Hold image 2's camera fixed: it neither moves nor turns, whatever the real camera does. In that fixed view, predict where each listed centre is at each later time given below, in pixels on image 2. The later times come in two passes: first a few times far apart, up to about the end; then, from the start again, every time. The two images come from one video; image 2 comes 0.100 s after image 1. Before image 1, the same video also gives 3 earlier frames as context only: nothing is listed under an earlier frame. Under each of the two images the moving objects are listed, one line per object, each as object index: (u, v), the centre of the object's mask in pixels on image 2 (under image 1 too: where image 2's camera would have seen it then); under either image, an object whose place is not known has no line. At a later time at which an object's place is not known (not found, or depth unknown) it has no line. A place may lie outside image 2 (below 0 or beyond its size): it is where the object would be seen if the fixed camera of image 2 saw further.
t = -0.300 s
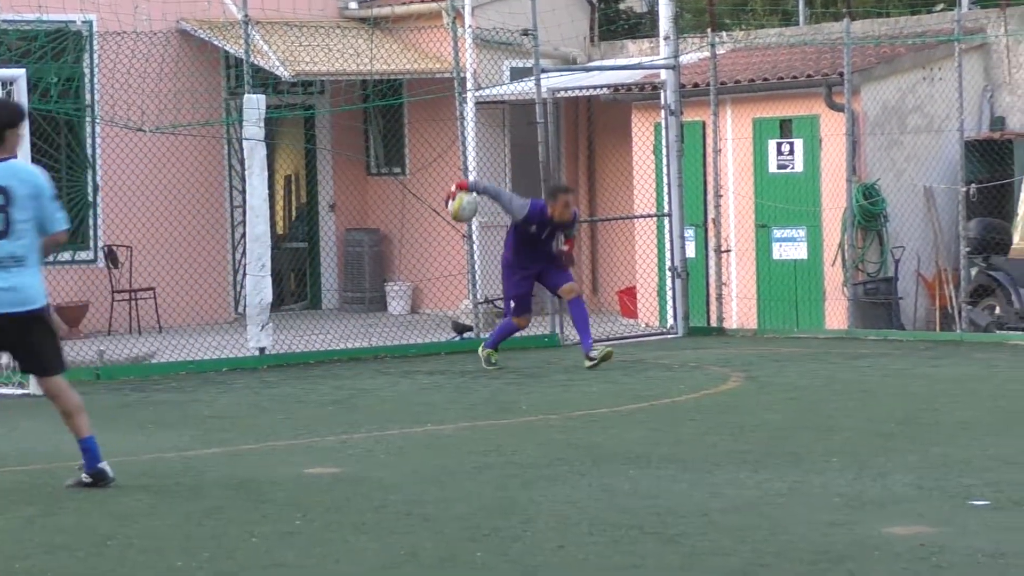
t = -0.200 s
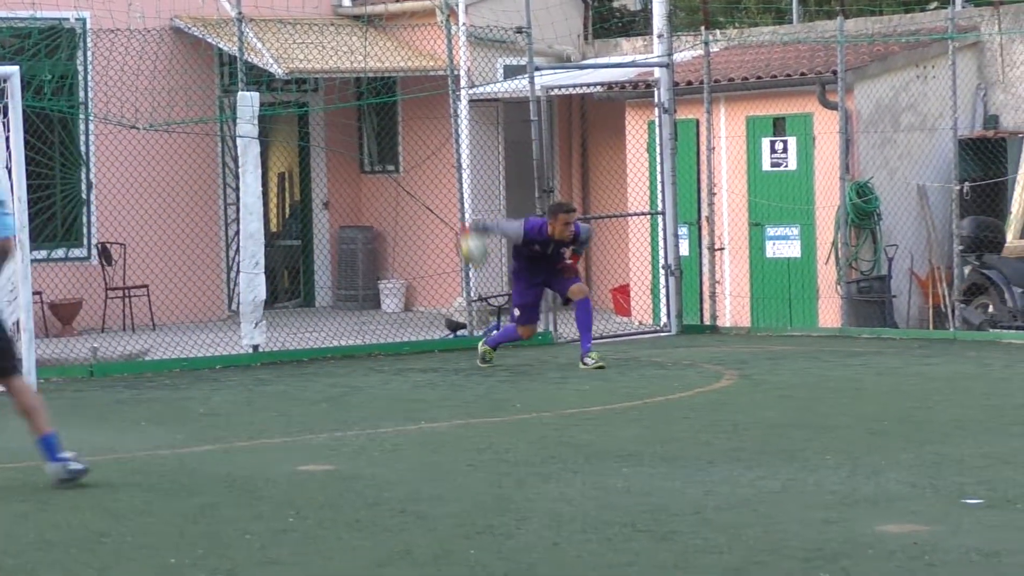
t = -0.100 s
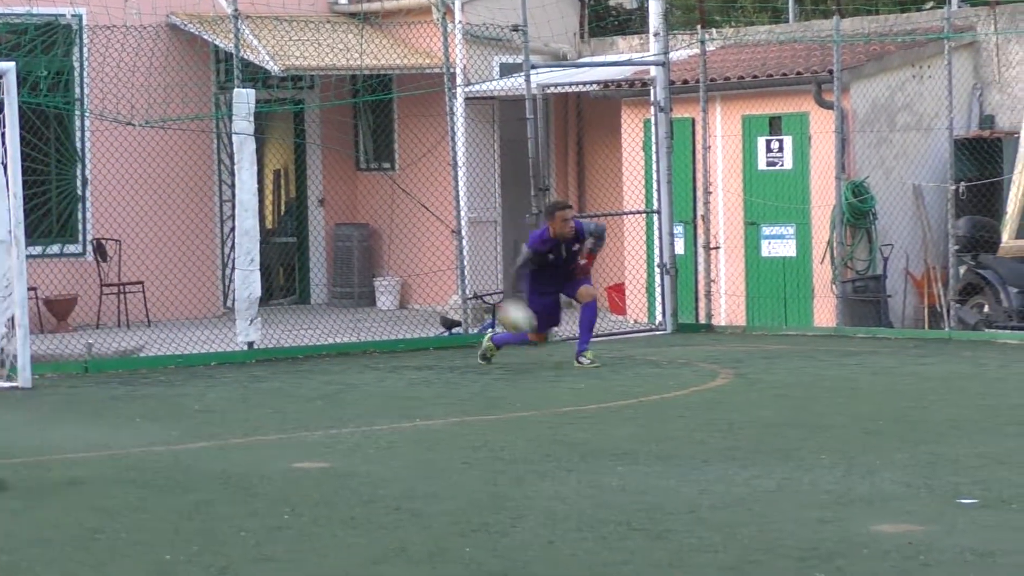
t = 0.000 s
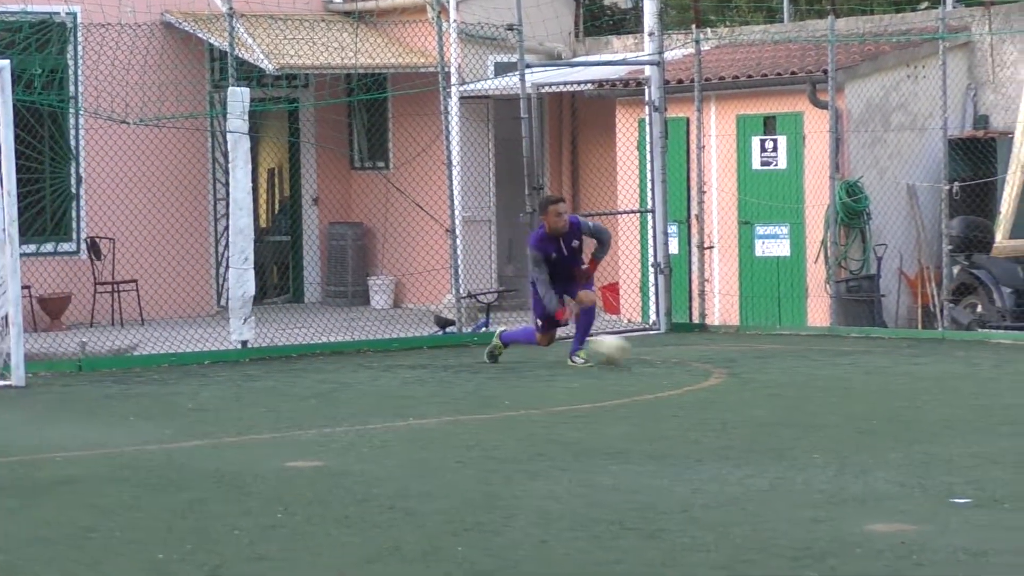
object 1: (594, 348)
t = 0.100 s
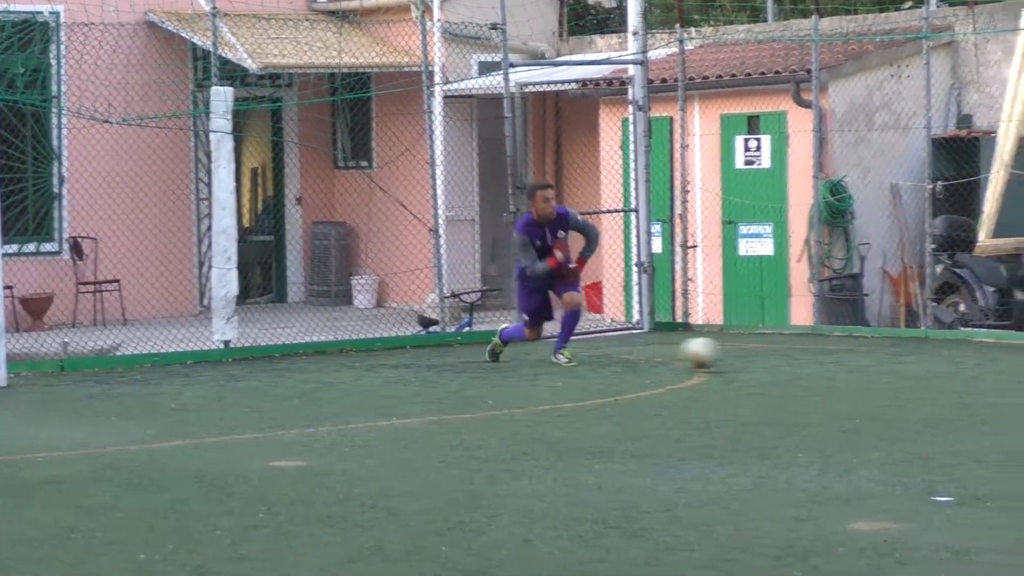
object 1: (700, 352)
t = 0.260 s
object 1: (858, 363)
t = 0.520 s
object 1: (1117, 371)
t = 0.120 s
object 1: (719, 354)
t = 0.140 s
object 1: (736, 356)
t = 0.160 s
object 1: (758, 359)
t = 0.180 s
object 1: (778, 360)
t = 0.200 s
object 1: (798, 360)
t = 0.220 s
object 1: (817, 361)
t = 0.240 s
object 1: (837, 362)
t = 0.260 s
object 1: (858, 363)
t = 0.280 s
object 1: (877, 365)
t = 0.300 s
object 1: (898, 366)
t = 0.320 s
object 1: (918, 366)
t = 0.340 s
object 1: (940, 367)
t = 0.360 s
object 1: (959, 367)
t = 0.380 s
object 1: (978, 368)
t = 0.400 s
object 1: (996, 368)
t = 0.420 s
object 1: (1017, 369)
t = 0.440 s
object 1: (1038, 368)
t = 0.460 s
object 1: (1059, 369)
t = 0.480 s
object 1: (1078, 369)
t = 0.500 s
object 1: (1100, 370)
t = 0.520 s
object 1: (1117, 371)
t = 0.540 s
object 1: (1135, 372)
